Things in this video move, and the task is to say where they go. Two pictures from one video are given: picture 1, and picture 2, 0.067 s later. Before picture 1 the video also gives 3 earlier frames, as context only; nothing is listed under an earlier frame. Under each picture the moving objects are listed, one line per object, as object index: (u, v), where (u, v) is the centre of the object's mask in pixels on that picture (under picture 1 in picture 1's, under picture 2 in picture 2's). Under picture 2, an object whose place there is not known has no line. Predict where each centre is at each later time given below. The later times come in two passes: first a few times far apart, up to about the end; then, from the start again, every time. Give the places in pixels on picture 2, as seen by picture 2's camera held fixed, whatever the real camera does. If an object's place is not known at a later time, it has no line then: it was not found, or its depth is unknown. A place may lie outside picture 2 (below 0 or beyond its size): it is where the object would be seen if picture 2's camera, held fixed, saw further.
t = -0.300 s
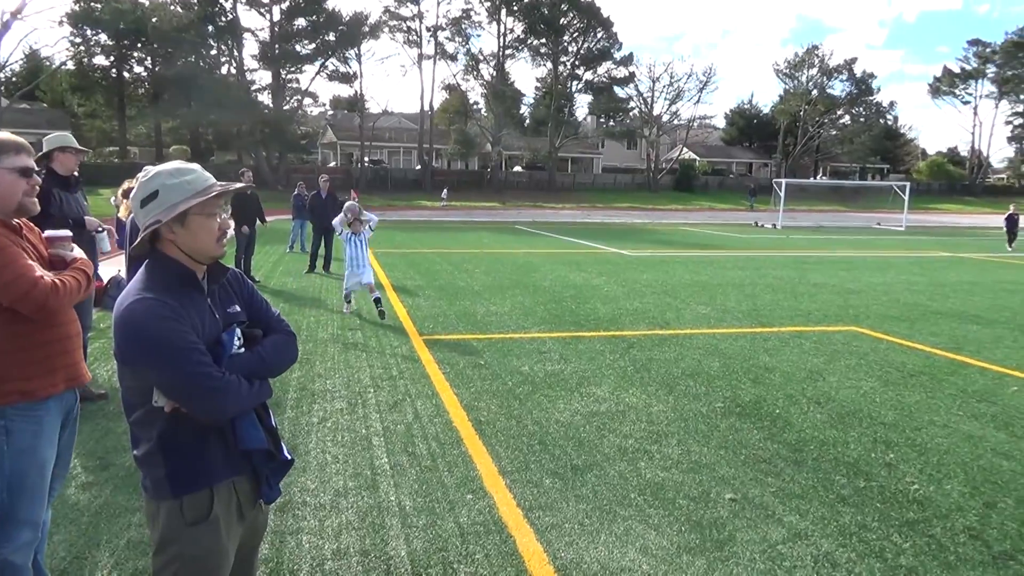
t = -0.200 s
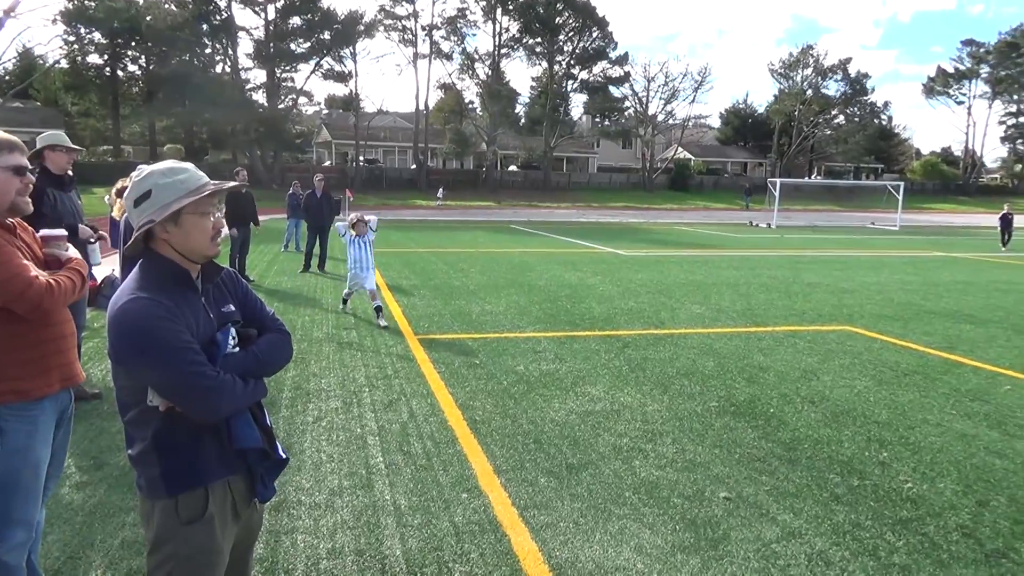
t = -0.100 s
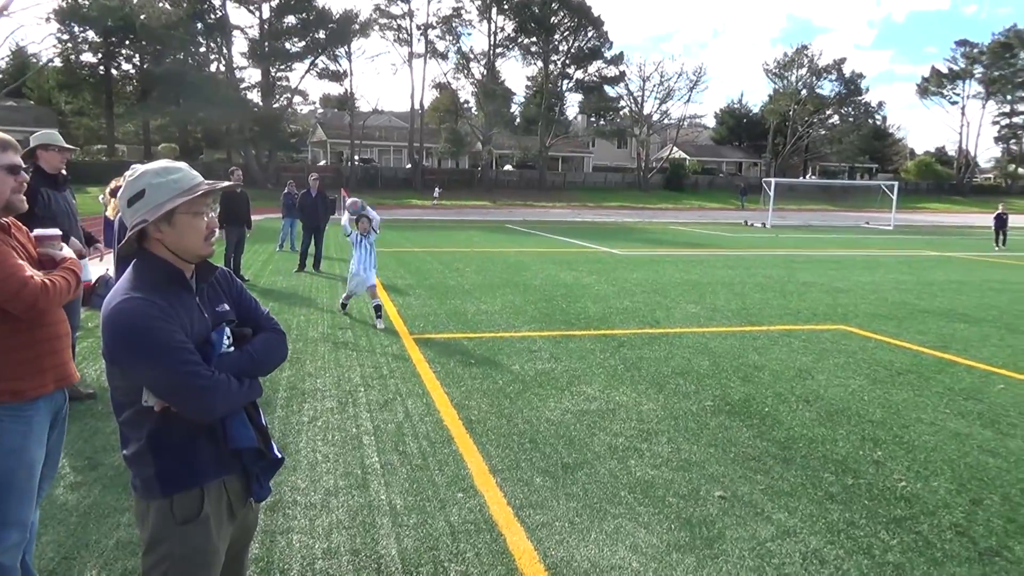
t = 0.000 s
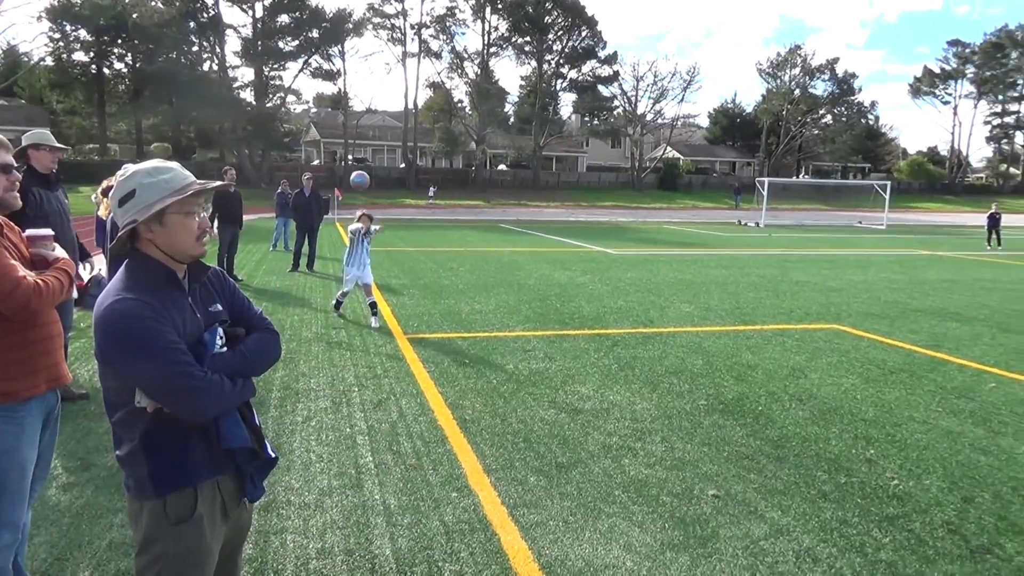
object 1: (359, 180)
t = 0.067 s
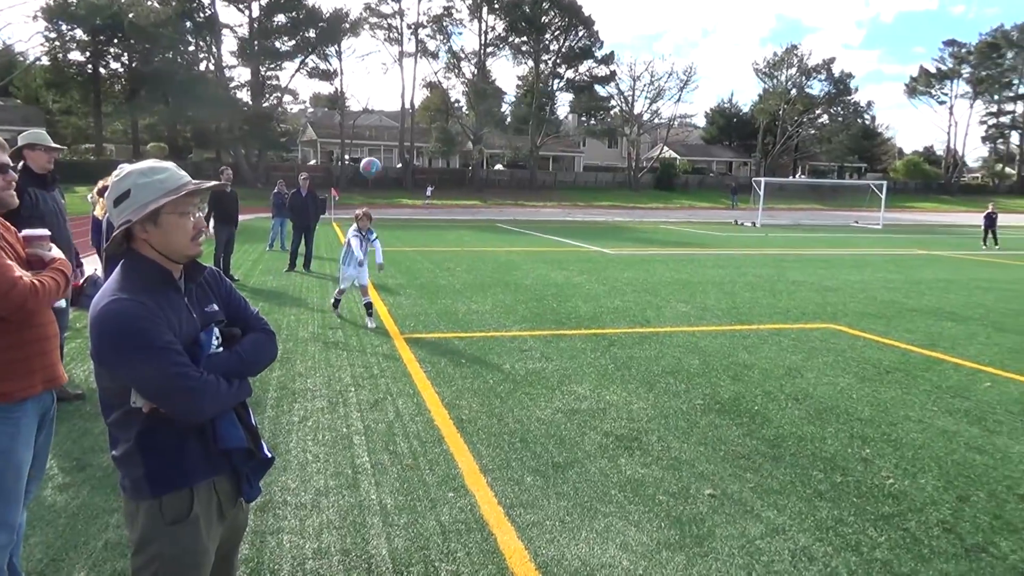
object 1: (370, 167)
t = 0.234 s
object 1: (418, 151)
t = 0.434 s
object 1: (512, 181)
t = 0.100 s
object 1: (378, 163)
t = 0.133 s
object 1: (387, 157)
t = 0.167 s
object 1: (397, 154)
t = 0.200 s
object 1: (407, 152)
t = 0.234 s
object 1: (418, 151)
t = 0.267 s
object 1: (431, 151)
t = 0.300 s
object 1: (445, 153)
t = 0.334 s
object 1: (459, 156)
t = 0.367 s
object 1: (474, 162)
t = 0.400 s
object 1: (492, 171)
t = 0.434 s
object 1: (512, 181)
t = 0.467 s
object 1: (534, 196)
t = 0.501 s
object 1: (560, 215)
